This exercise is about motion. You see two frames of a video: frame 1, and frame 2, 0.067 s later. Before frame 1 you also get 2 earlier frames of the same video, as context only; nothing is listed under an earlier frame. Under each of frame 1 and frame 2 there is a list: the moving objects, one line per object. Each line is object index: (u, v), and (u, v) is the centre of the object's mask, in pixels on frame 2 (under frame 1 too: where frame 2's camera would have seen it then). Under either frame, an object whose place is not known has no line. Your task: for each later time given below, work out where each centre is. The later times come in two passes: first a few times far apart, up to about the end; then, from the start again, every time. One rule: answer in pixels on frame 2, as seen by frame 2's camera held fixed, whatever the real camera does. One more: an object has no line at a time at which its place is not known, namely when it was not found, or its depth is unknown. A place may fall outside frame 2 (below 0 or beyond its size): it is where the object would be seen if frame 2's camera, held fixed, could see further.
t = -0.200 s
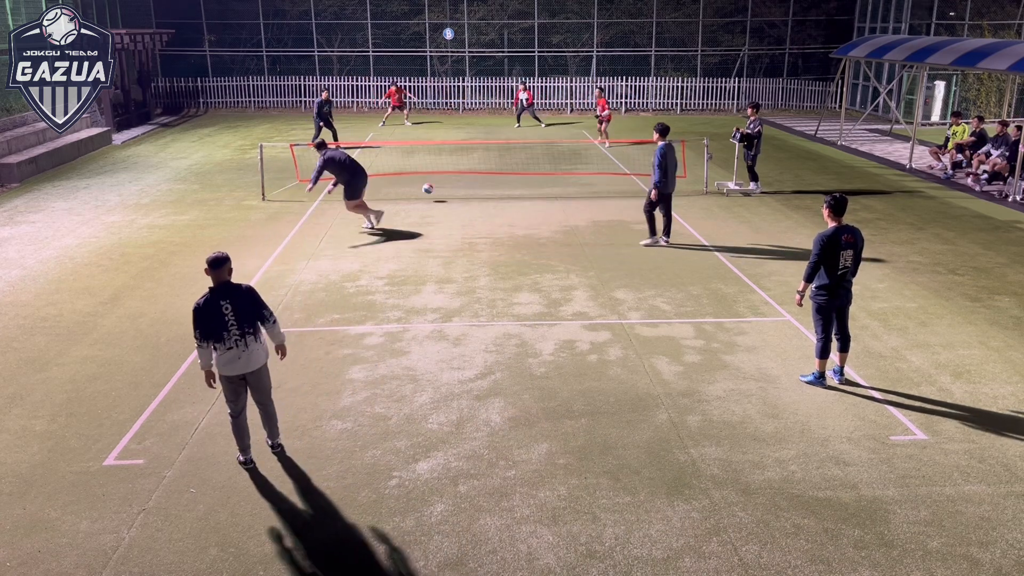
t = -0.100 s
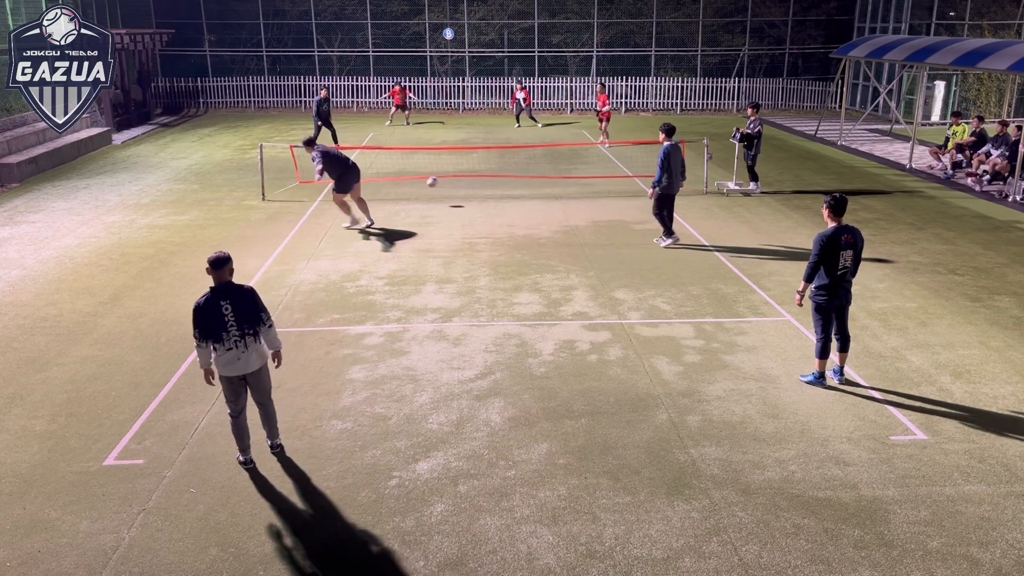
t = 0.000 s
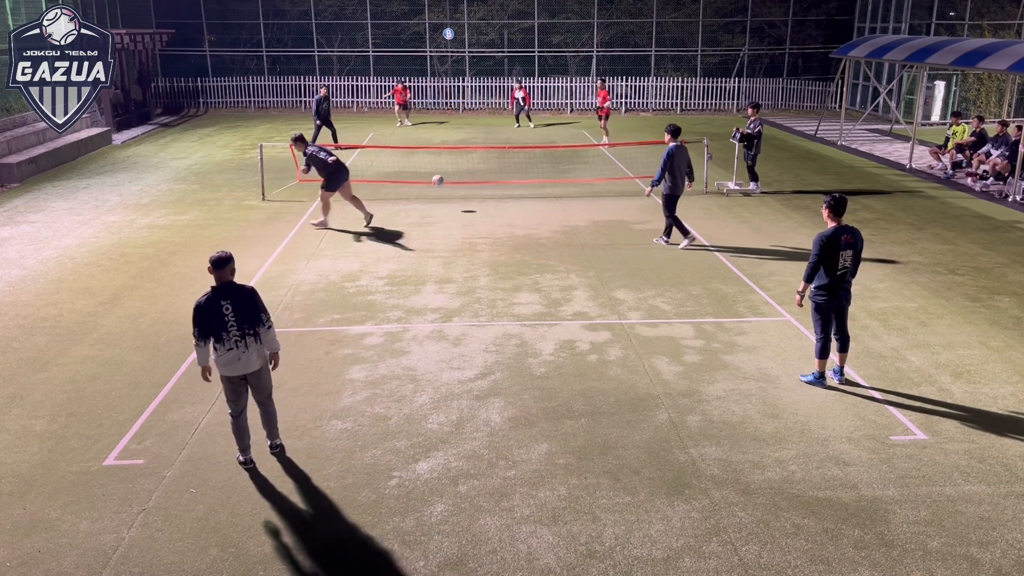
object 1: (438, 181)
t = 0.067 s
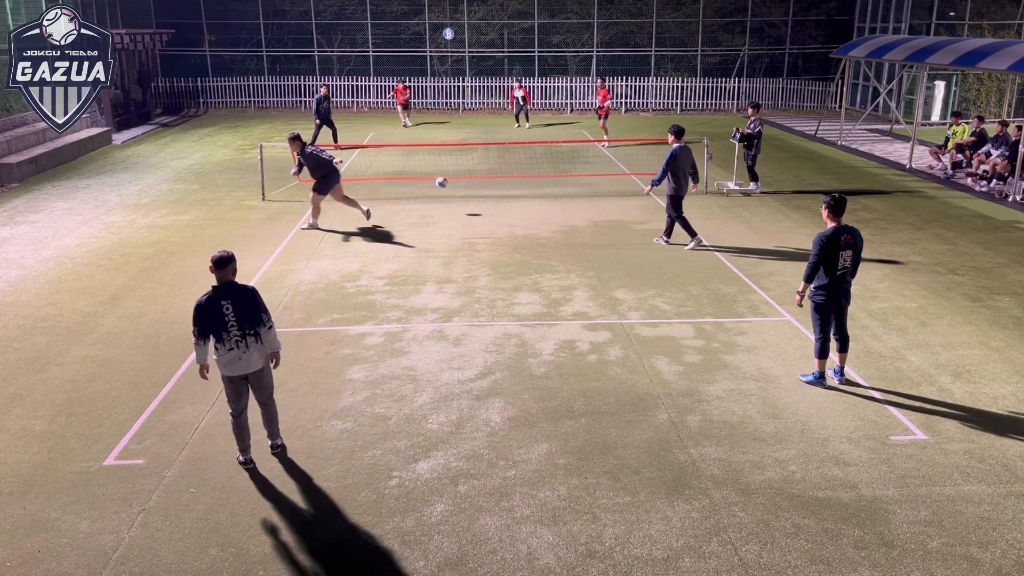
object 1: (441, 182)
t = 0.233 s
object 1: (452, 199)
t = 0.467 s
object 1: (468, 215)
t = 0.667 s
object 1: (483, 224)
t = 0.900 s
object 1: (502, 246)
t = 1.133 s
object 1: (523, 267)
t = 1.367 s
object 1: (547, 281)
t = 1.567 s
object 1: (571, 300)
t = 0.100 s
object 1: (444, 184)
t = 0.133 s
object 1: (445, 187)
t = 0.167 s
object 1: (447, 190)
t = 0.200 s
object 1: (449, 194)
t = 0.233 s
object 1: (452, 199)
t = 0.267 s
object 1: (454, 205)
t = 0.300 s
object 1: (456, 210)
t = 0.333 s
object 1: (459, 218)
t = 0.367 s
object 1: (461, 220)
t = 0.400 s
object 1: (464, 218)
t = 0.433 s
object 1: (465, 217)
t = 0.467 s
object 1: (468, 215)
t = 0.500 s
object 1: (470, 215)
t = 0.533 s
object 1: (473, 215)
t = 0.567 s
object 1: (475, 216)
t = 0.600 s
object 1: (477, 218)
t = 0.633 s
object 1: (480, 220)
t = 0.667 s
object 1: (483, 224)
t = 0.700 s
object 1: (486, 228)
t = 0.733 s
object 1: (488, 233)
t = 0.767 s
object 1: (491, 238)
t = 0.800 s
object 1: (493, 245)
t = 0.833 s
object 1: (497, 247)
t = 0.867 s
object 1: (499, 246)
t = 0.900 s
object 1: (502, 246)
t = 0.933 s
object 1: (505, 246)
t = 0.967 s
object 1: (508, 248)
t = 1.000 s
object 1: (510, 250)
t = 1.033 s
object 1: (514, 252)
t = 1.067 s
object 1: (517, 256)
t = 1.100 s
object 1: (520, 261)
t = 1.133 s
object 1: (523, 267)
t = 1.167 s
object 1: (526, 271)
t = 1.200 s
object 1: (530, 270)
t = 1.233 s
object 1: (533, 271)
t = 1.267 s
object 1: (537, 272)
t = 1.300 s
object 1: (540, 274)
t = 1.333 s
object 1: (543, 277)
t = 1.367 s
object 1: (547, 281)
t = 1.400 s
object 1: (551, 285)
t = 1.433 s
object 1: (554, 291)
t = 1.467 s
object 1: (559, 294)
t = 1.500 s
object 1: (562, 295)
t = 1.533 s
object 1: (566, 297)
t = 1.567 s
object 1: (571, 300)
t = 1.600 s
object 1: (575, 304)
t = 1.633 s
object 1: (579, 309)
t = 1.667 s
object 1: (583, 313)
